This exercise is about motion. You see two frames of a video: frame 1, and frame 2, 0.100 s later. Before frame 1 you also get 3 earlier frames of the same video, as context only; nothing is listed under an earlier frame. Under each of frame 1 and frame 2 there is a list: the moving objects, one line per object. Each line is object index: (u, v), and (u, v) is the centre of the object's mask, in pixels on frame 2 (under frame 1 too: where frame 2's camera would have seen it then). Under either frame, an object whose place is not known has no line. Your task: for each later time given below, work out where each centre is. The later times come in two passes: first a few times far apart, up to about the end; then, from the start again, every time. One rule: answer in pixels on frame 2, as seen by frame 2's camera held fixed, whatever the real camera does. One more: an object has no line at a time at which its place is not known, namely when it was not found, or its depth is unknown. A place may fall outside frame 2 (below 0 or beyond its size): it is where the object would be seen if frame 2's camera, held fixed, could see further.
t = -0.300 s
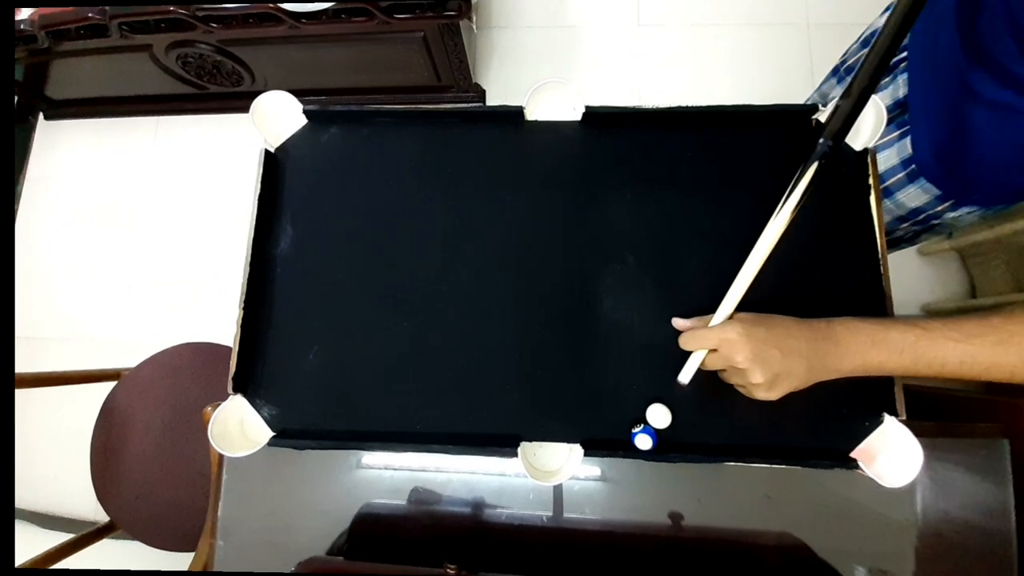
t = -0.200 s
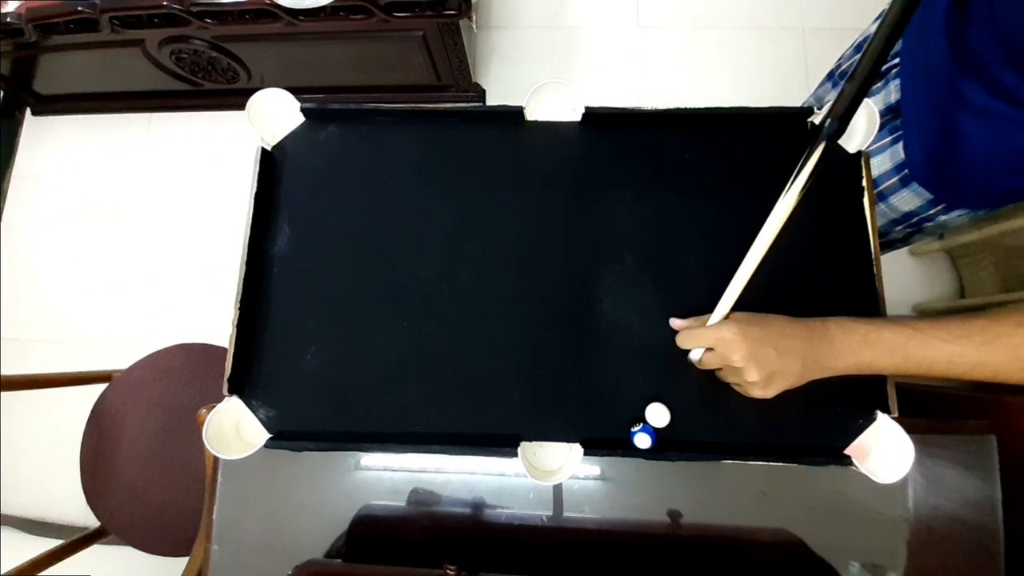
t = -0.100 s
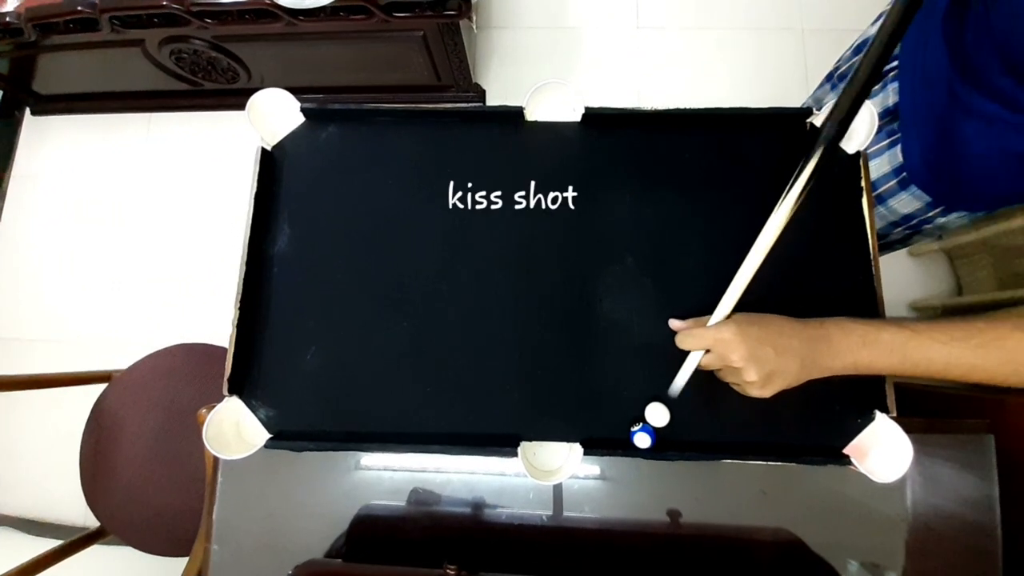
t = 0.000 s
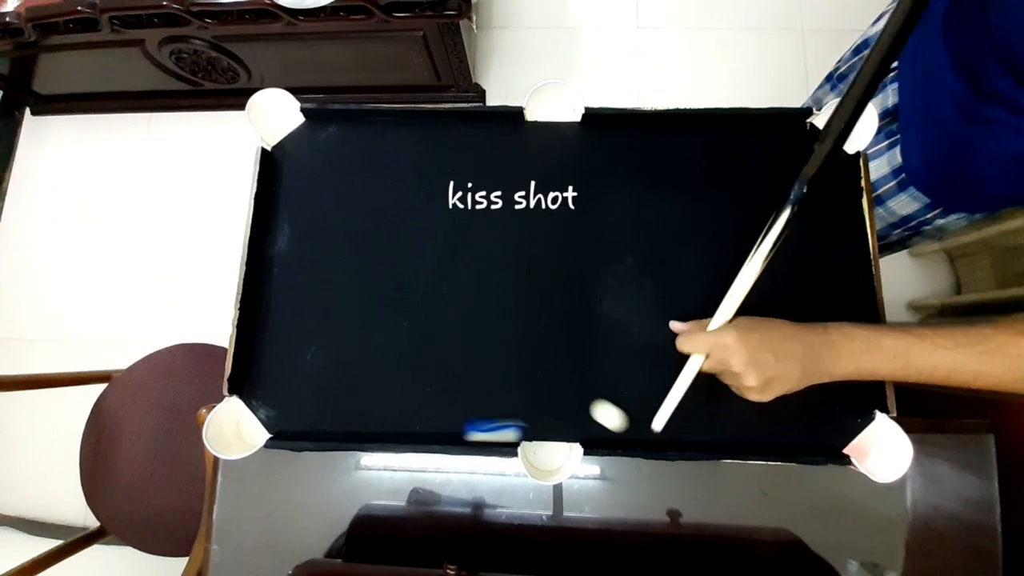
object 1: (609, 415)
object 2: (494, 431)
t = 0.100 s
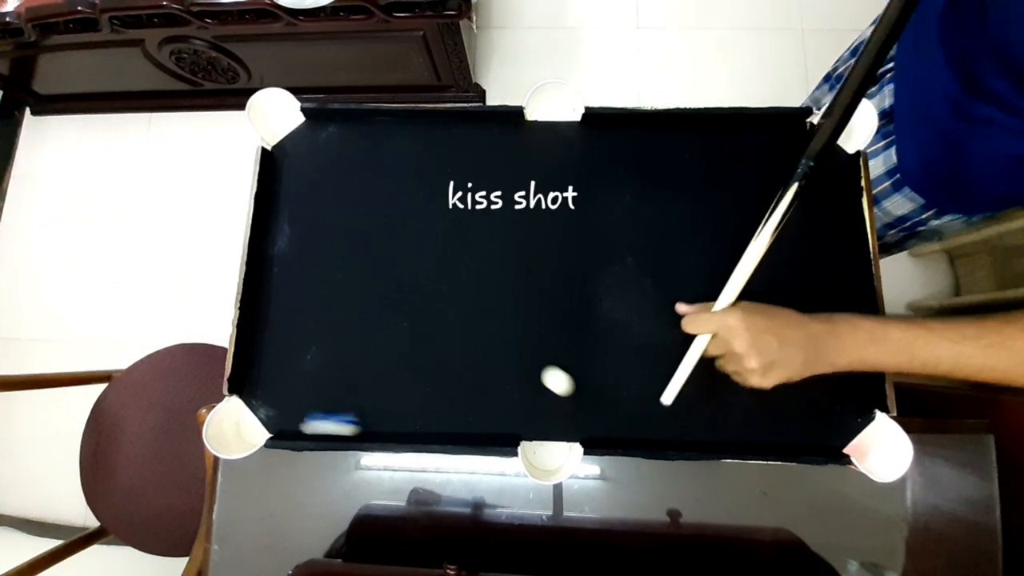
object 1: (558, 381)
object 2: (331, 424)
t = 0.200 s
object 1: (513, 350)
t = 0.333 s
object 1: (456, 310)
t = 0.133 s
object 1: (543, 370)
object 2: (283, 421)
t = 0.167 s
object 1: (528, 360)
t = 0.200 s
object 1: (513, 350)
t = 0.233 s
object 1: (498, 340)
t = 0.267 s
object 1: (484, 330)
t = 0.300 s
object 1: (470, 320)
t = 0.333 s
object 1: (456, 310)
